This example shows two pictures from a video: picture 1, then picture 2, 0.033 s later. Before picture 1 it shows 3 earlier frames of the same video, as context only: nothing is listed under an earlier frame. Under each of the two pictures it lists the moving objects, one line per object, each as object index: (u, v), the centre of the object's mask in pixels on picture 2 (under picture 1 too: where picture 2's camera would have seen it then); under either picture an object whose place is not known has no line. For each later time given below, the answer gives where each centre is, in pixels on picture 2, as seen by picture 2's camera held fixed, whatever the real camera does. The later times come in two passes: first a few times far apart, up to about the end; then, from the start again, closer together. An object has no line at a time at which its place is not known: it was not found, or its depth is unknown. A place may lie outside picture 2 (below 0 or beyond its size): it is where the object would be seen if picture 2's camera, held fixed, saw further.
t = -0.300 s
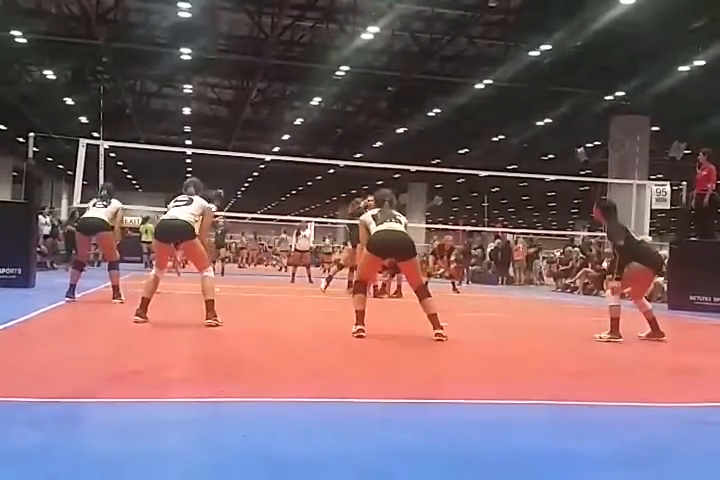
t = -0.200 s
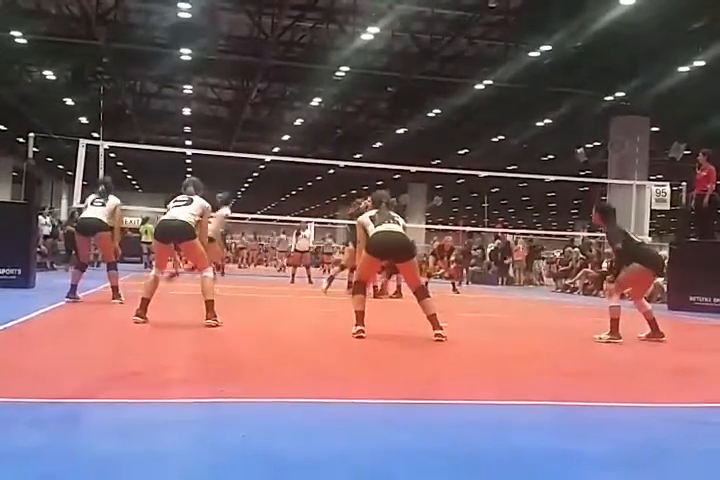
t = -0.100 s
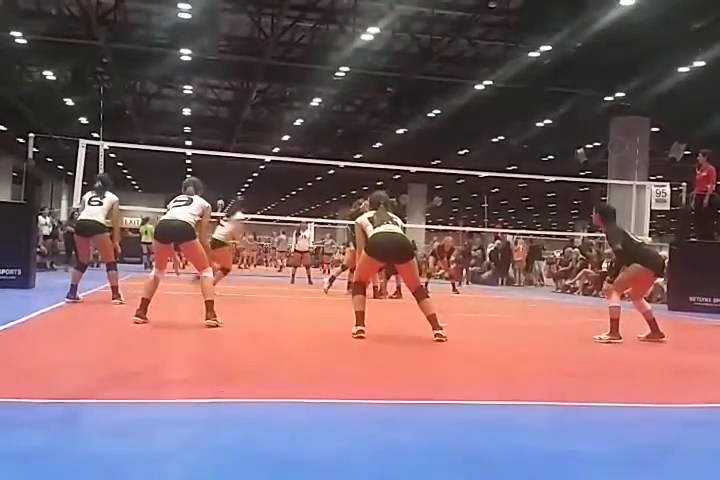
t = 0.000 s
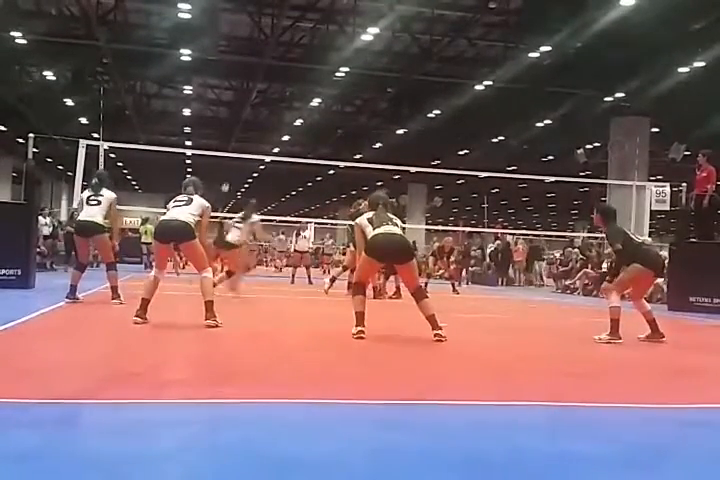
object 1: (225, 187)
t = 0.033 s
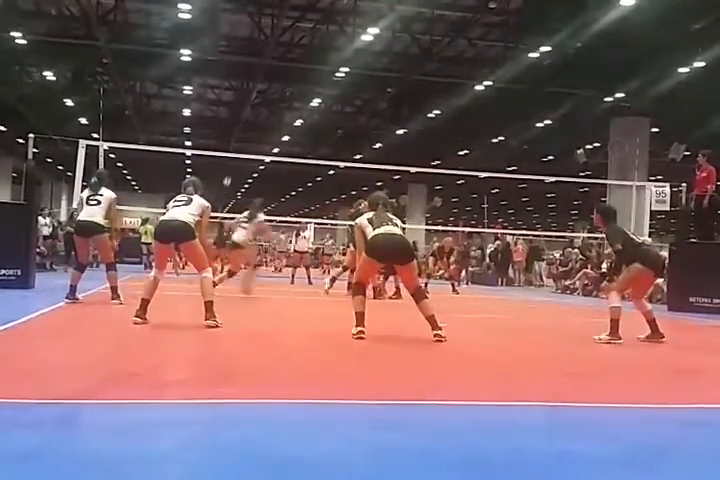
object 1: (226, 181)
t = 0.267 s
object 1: (238, 145)
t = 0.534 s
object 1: (254, 122)
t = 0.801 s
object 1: (280, 128)
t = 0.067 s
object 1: (228, 176)
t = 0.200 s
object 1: (235, 153)
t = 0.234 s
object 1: (236, 148)
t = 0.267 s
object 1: (238, 145)
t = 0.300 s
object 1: (240, 141)
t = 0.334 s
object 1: (242, 137)
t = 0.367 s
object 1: (243, 133)
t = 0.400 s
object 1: (245, 129)
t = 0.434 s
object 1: (247, 127)
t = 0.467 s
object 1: (249, 125)
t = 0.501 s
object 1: (251, 123)
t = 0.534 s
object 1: (254, 122)
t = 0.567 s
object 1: (257, 120)
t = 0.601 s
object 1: (259, 119)
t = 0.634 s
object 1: (263, 119)
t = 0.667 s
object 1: (265, 119)
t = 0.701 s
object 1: (269, 120)
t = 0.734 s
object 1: (273, 121)
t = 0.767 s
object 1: (276, 125)
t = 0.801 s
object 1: (280, 128)
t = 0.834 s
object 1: (284, 131)
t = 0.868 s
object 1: (289, 137)
